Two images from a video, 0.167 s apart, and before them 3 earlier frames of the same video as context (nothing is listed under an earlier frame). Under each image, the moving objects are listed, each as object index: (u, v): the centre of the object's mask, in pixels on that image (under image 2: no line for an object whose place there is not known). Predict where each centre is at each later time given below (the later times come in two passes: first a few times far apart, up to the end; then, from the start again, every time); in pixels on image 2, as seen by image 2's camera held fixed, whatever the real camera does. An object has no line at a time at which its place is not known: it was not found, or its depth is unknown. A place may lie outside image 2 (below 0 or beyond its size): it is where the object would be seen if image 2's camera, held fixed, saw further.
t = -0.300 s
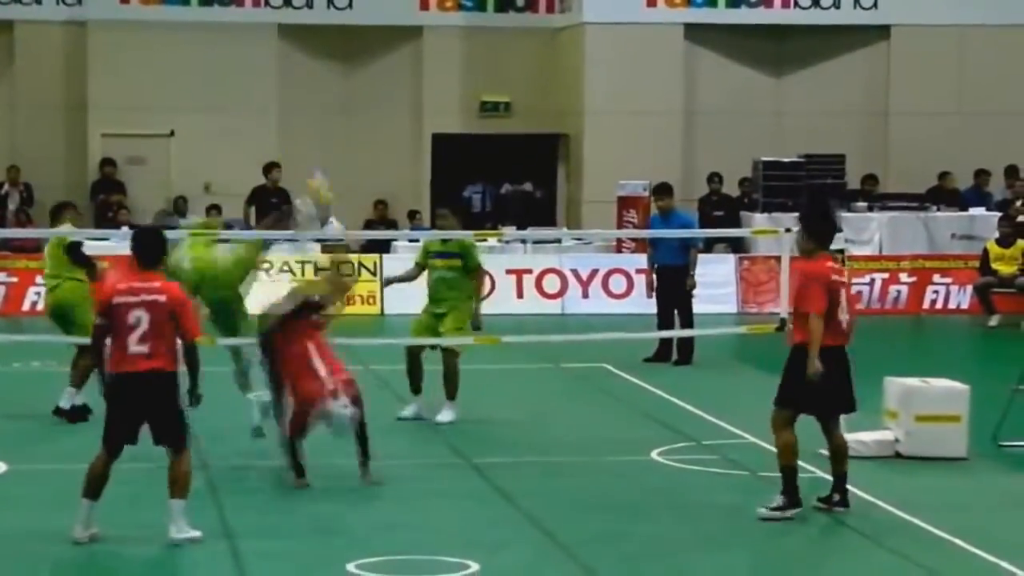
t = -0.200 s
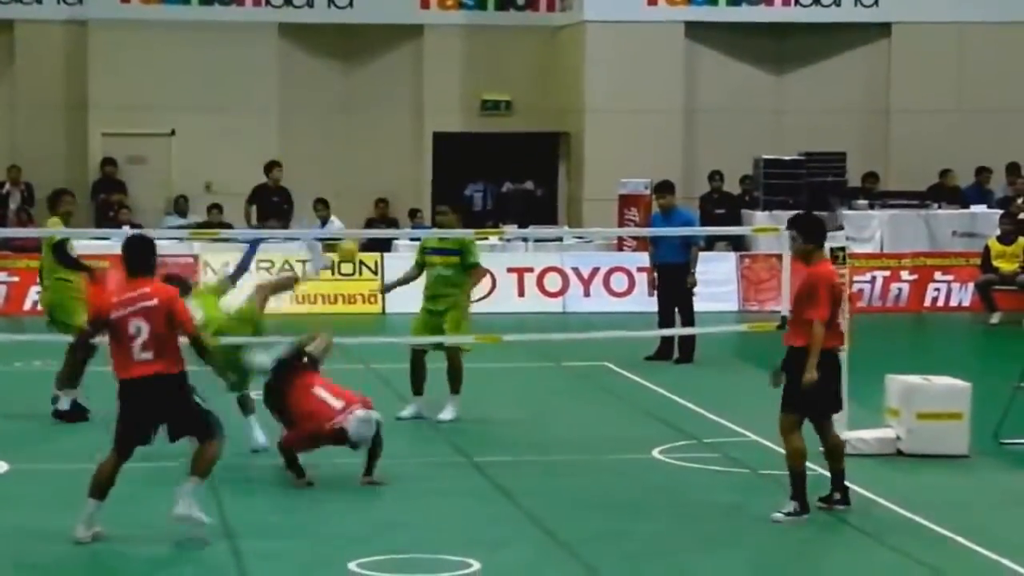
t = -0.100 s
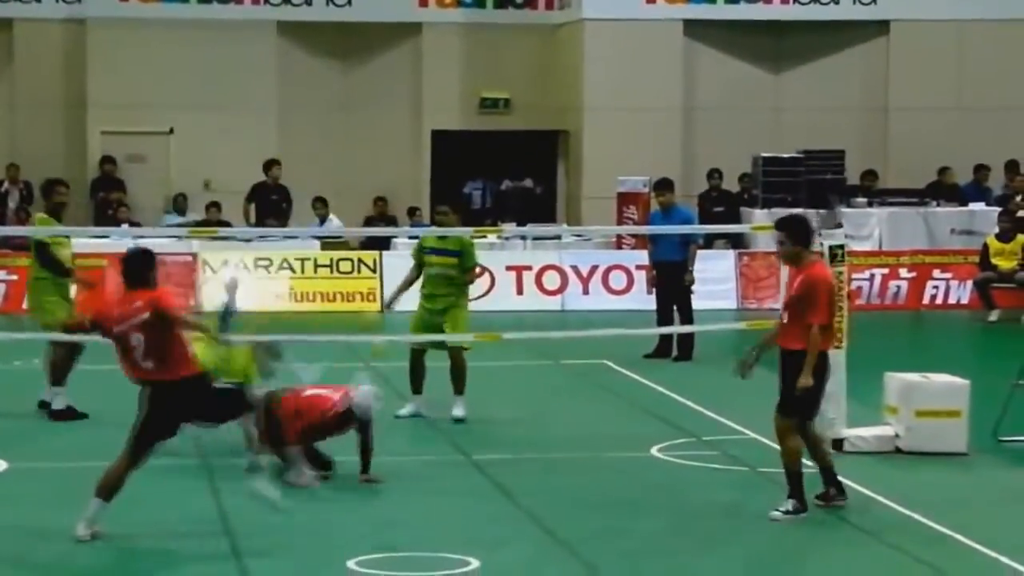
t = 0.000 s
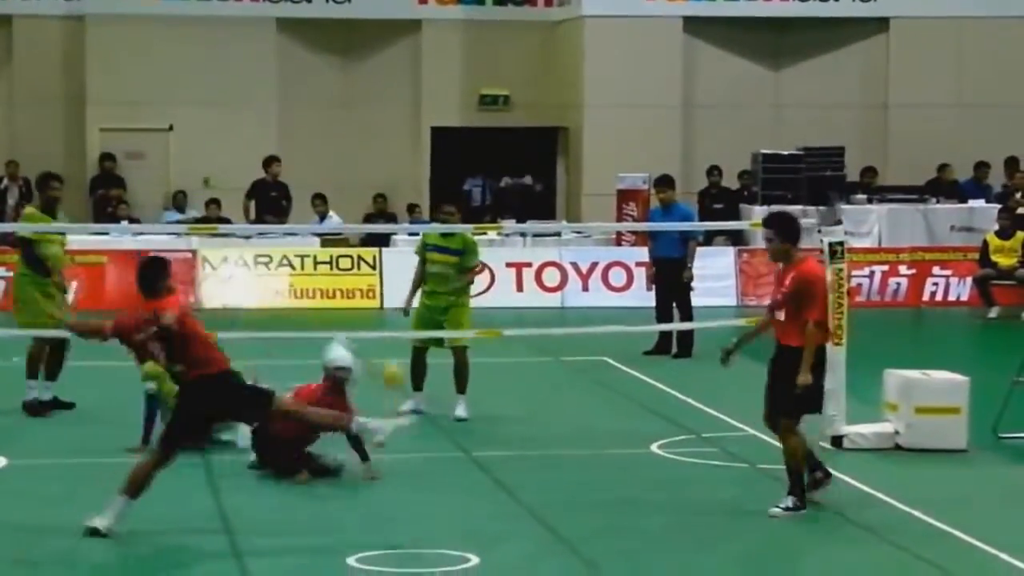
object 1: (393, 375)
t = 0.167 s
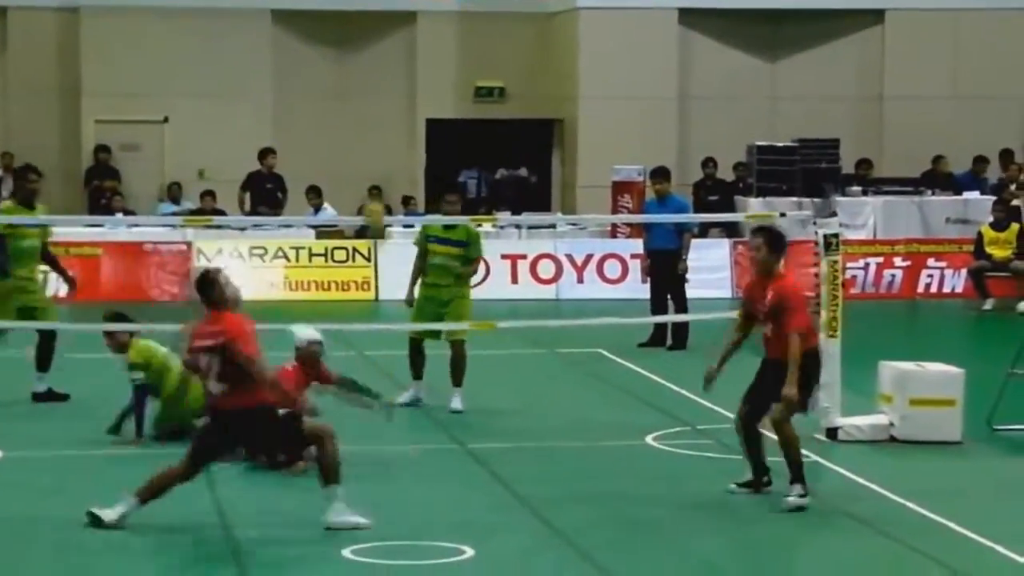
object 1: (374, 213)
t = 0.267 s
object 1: (368, 161)
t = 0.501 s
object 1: (347, 112)
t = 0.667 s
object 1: (332, 168)
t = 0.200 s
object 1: (371, 193)
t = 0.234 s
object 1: (370, 176)
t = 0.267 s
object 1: (368, 161)
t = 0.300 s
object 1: (364, 142)
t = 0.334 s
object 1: (362, 131)
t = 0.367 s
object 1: (358, 121)
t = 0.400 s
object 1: (355, 115)
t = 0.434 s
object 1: (353, 111)
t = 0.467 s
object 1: (350, 110)
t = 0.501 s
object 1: (347, 112)
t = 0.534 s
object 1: (344, 117)
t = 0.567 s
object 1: (341, 124)
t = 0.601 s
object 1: (338, 136)
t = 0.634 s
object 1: (334, 153)
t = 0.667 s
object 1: (332, 168)
